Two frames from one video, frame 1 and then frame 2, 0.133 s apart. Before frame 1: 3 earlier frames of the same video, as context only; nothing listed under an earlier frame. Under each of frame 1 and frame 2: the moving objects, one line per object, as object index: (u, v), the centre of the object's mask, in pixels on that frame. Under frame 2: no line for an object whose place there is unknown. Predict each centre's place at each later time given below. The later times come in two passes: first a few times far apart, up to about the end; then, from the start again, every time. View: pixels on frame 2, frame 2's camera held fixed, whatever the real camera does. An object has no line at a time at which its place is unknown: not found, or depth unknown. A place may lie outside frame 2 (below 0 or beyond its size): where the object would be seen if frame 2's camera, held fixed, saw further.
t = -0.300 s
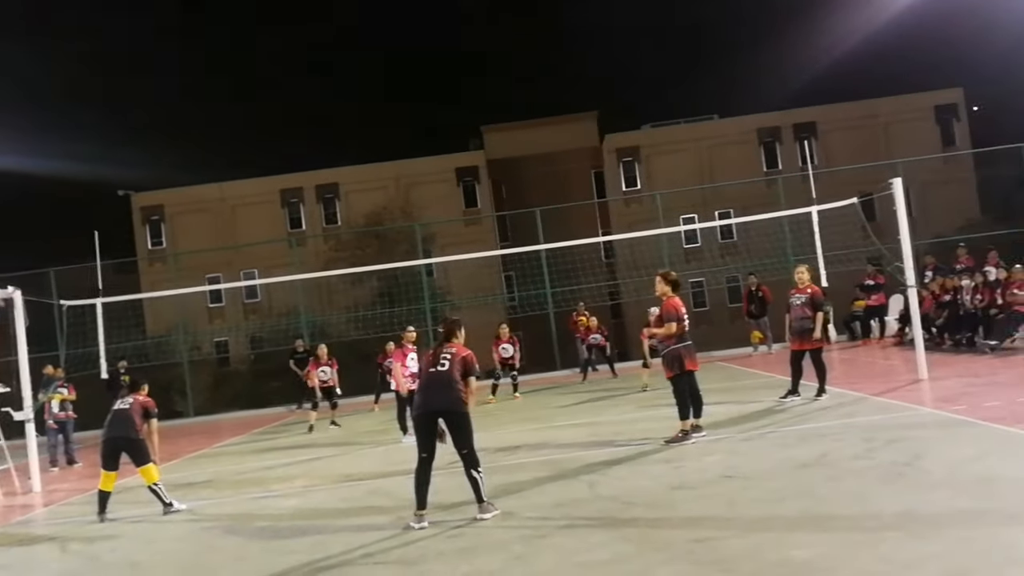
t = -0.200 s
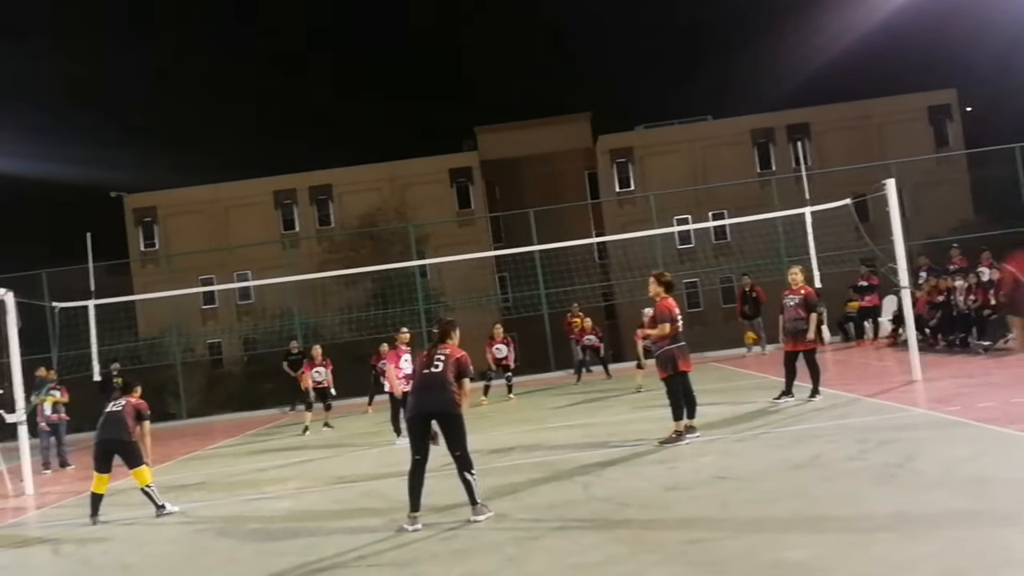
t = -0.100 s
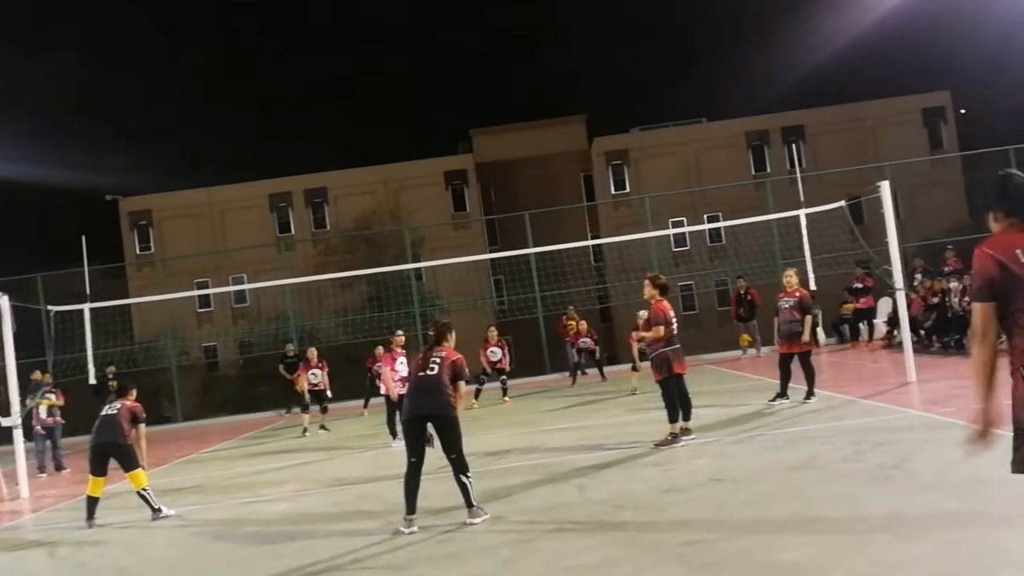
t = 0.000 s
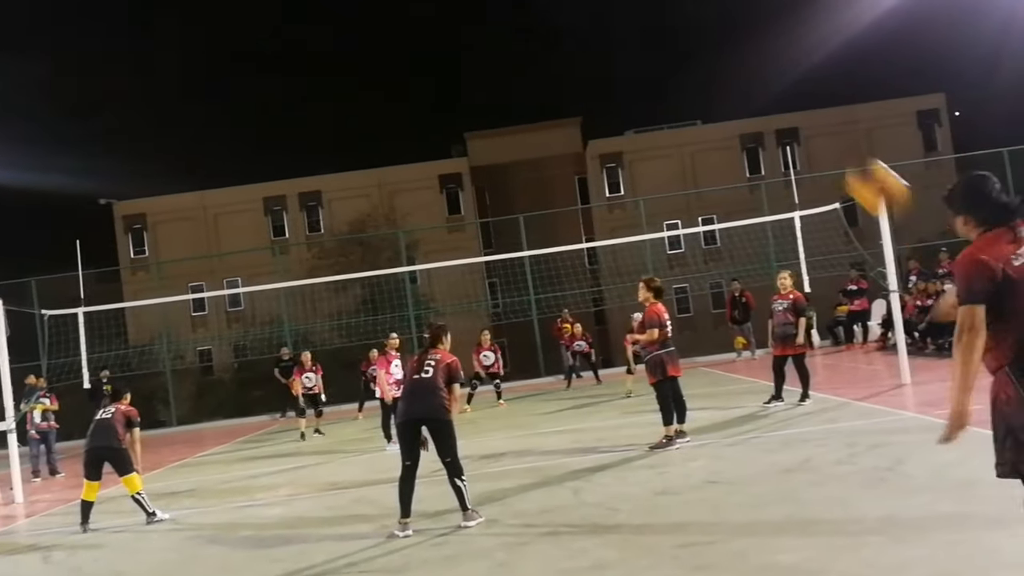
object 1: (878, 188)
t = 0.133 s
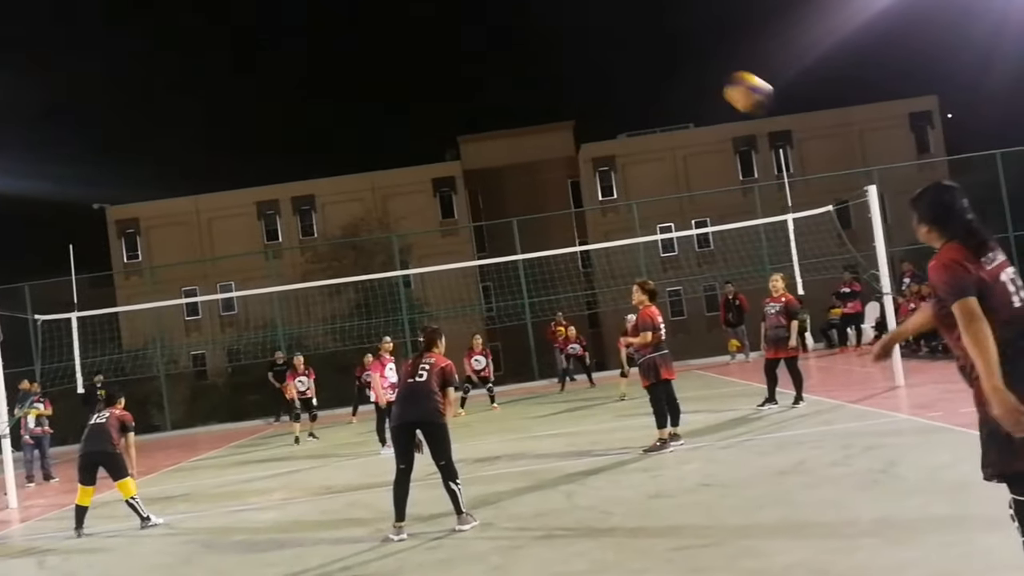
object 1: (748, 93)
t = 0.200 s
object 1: (706, 69)
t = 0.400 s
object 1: (619, 48)
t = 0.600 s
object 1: (576, 76)
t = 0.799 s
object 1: (549, 130)
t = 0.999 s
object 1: (538, 200)
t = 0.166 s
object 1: (726, 80)
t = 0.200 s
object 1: (706, 69)
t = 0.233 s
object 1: (689, 60)
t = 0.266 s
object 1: (673, 54)
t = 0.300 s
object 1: (658, 50)
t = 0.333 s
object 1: (644, 48)
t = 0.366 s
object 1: (631, 47)
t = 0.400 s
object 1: (619, 48)
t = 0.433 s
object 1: (610, 50)
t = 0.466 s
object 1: (601, 53)
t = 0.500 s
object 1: (594, 57)
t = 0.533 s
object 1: (587, 63)
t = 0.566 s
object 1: (581, 69)
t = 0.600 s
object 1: (576, 76)
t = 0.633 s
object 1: (570, 84)
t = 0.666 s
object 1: (566, 92)
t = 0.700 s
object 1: (562, 101)
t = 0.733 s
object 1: (558, 111)
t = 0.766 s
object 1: (553, 120)
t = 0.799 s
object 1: (549, 130)
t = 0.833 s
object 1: (546, 141)
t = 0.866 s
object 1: (543, 153)
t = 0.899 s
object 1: (541, 164)
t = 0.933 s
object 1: (540, 176)
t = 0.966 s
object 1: (539, 188)
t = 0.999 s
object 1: (538, 200)
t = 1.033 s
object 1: (537, 213)
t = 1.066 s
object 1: (536, 226)
